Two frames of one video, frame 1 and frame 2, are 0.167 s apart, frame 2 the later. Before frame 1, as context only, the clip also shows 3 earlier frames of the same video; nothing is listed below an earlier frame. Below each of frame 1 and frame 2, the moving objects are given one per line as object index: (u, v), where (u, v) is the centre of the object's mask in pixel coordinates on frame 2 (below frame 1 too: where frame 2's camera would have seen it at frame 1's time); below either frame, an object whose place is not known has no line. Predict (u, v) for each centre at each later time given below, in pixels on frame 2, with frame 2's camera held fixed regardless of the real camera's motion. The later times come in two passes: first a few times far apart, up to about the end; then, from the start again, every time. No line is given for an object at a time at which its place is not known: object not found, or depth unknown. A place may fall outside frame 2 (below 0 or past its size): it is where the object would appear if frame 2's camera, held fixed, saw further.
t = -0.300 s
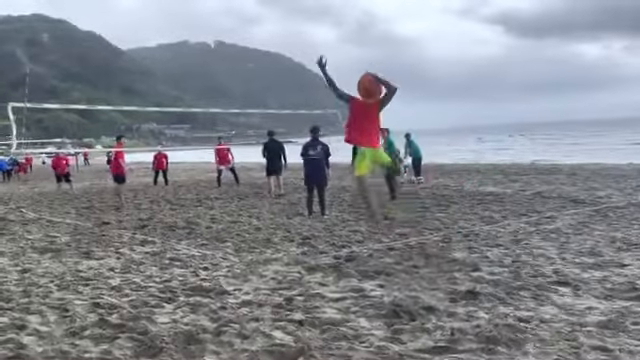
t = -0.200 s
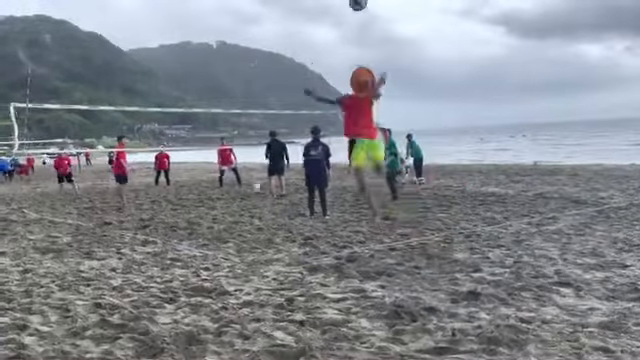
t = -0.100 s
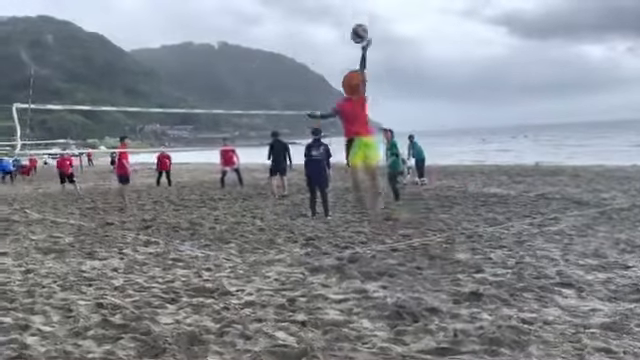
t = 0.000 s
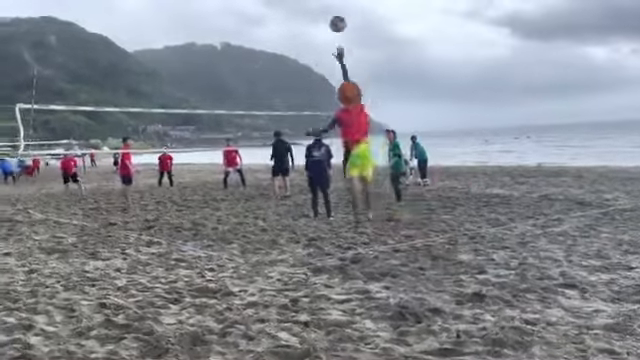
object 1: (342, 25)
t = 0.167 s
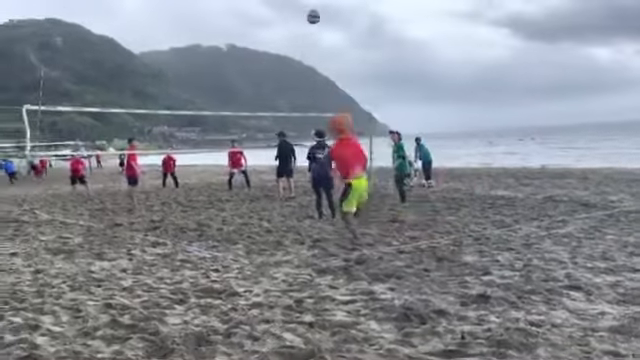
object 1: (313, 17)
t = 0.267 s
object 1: (302, 20)
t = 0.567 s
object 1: (284, 57)
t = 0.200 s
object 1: (308, 17)
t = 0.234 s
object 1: (306, 17)
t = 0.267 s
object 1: (302, 20)
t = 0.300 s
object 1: (299, 23)
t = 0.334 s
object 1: (296, 25)
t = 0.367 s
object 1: (293, 29)
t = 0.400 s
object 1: (291, 32)
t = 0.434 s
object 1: (290, 37)
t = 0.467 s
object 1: (288, 41)
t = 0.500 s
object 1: (287, 46)
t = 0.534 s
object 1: (285, 52)
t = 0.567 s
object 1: (284, 57)
